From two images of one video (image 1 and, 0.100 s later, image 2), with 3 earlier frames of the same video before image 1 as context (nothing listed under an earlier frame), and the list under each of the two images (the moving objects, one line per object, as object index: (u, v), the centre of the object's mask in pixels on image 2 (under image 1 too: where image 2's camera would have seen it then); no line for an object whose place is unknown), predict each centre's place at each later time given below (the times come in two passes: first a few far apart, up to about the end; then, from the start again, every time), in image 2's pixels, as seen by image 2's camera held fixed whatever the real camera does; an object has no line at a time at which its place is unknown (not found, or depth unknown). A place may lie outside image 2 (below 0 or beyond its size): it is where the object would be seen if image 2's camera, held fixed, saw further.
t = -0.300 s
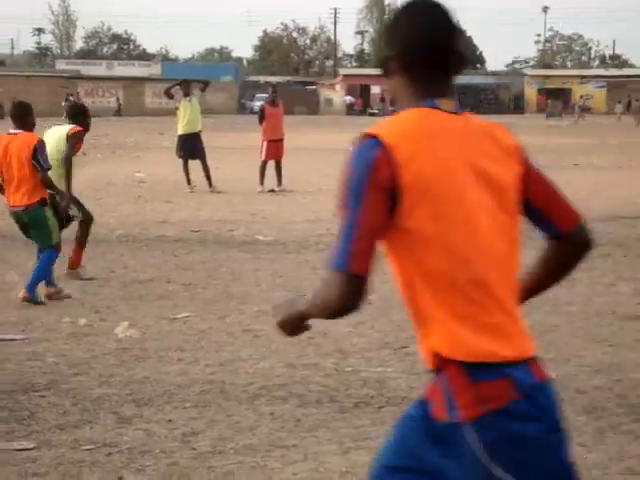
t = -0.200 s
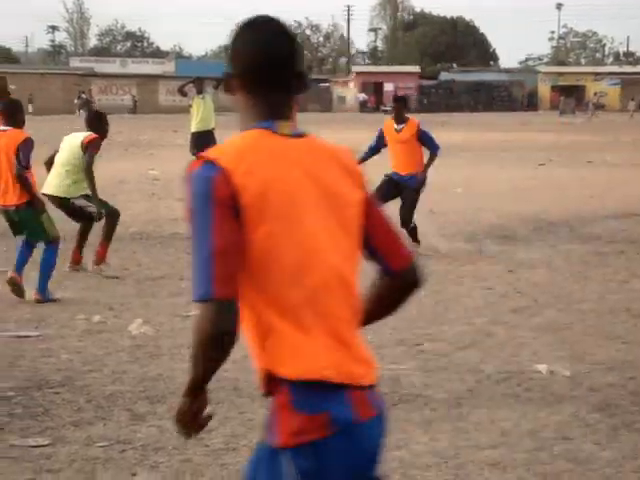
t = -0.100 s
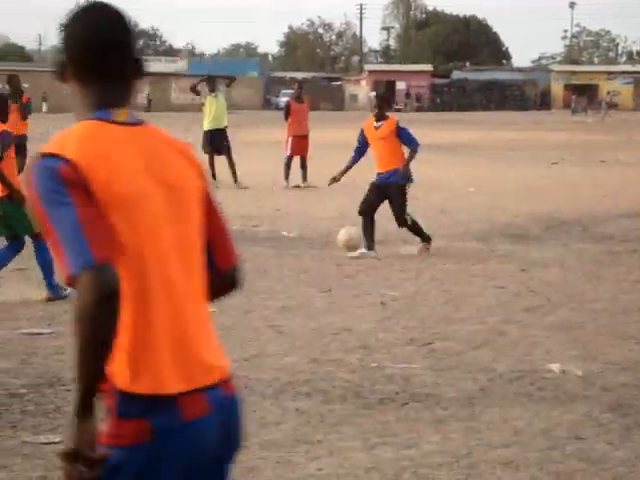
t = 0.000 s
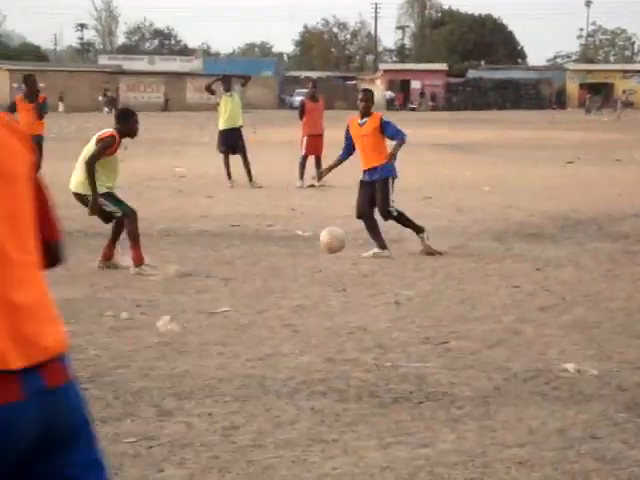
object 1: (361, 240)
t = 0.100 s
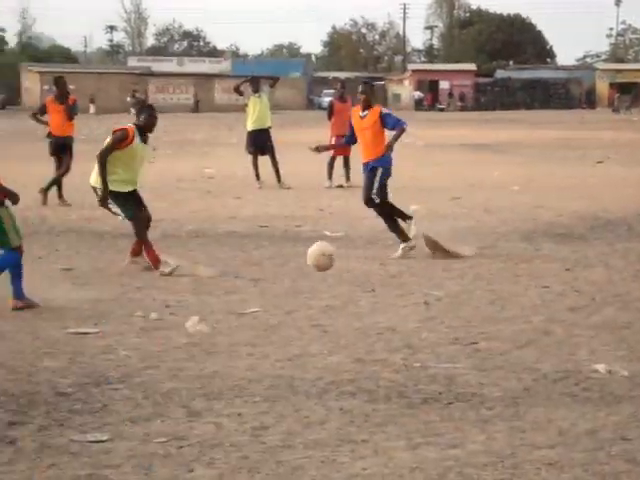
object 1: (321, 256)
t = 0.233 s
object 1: (253, 308)
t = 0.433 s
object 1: (149, 303)
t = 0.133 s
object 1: (305, 265)
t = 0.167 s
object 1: (290, 277)
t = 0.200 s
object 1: (272, 291)
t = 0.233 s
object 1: (253, 308)
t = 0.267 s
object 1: (234, 323)
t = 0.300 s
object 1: (219, 315)
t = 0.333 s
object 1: (203, 310)
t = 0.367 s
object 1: (187, 305)
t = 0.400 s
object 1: (168, 303)
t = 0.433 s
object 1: (149, 303)
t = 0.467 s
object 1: (129, 305)
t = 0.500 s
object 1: (107, 310)
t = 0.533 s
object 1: (83, 318)
